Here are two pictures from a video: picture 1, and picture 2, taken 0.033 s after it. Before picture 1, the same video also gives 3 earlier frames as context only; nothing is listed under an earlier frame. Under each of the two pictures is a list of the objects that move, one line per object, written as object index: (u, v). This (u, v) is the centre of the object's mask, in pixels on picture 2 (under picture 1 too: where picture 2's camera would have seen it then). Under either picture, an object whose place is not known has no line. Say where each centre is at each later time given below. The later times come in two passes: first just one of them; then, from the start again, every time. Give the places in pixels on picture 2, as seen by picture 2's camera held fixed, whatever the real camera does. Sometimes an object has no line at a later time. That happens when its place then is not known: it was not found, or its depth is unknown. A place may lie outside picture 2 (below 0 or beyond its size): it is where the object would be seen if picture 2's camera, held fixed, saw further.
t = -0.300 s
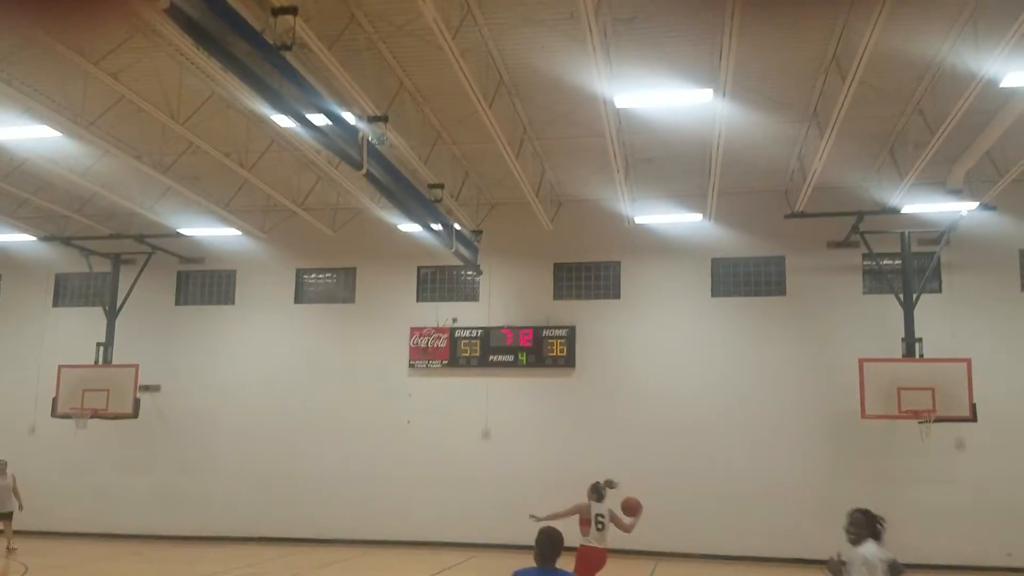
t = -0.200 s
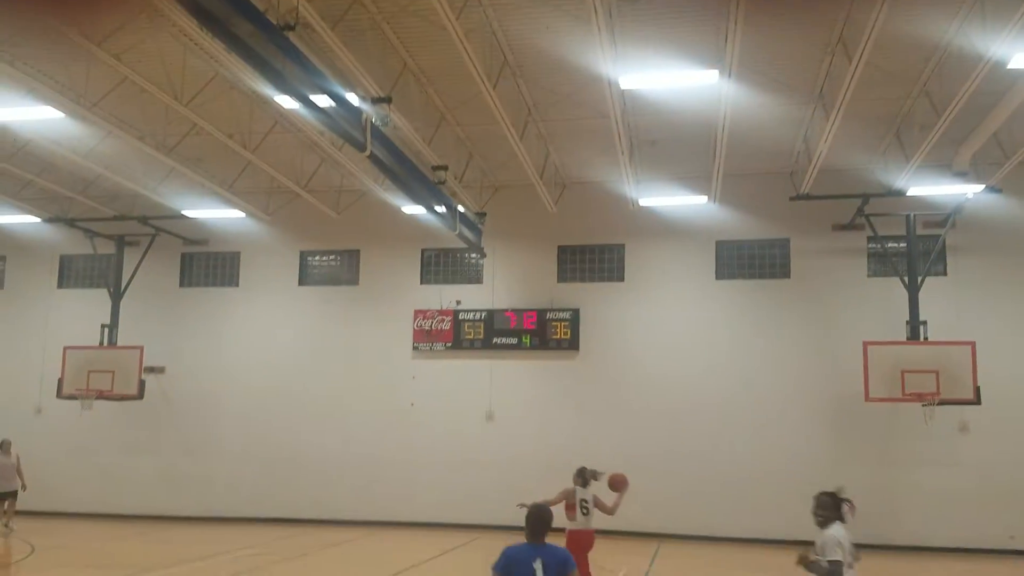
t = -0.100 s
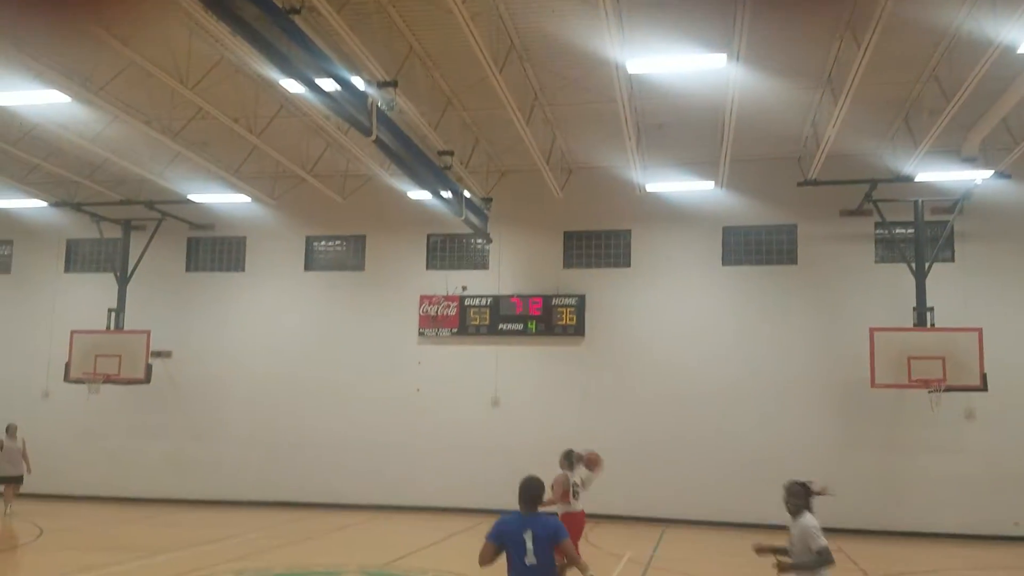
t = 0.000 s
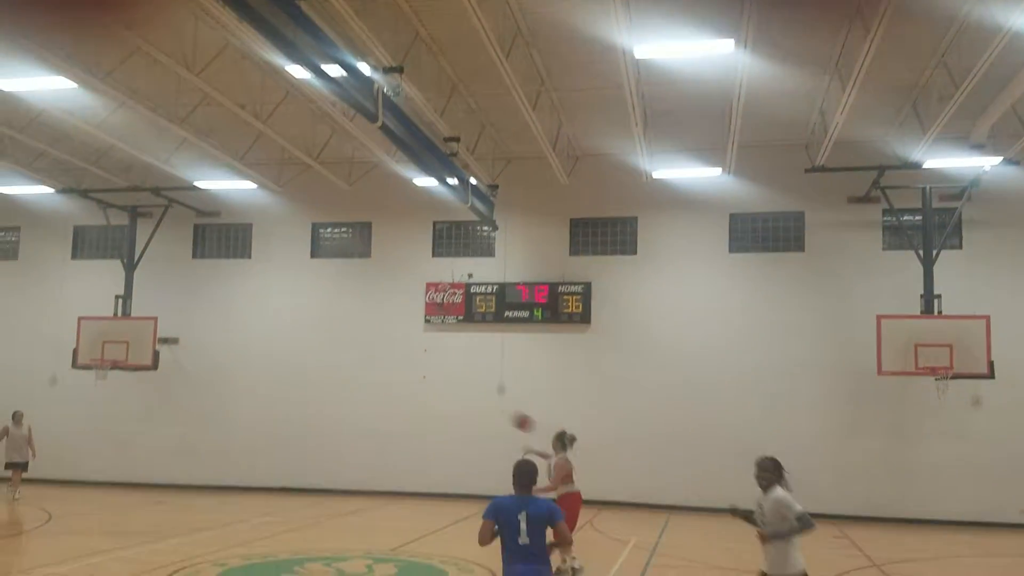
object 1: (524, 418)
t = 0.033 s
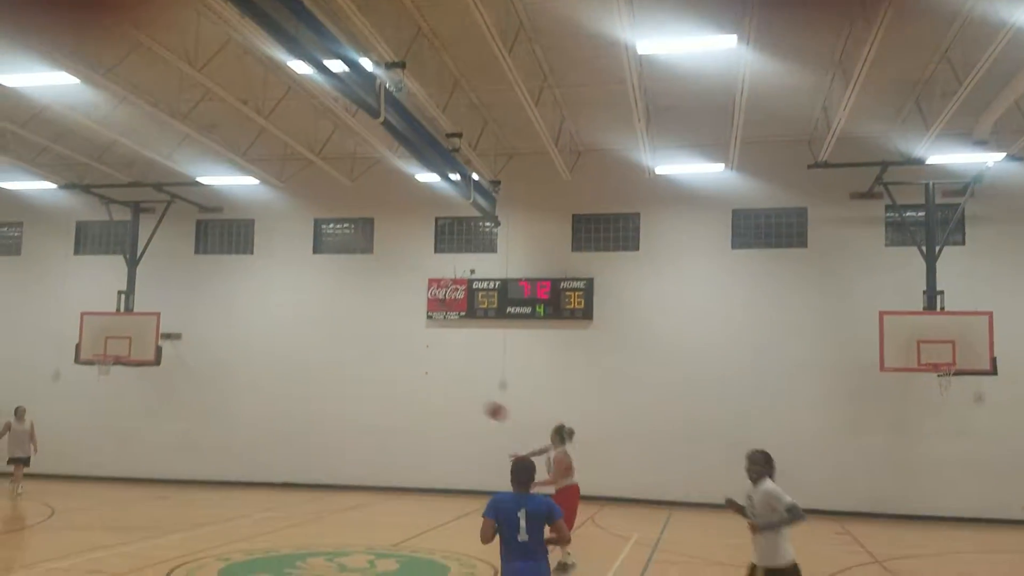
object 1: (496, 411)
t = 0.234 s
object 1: (344, 388)
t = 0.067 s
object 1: (467, 405)
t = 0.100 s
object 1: (440, 399)
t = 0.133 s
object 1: (415, 395)
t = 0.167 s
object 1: (390, 392)
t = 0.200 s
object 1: (367, 390)
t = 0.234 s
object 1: (344, 388)
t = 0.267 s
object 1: (321, 386)
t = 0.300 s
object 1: (301, 386)
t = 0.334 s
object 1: (281, 386)
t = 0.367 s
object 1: (262, 387)
